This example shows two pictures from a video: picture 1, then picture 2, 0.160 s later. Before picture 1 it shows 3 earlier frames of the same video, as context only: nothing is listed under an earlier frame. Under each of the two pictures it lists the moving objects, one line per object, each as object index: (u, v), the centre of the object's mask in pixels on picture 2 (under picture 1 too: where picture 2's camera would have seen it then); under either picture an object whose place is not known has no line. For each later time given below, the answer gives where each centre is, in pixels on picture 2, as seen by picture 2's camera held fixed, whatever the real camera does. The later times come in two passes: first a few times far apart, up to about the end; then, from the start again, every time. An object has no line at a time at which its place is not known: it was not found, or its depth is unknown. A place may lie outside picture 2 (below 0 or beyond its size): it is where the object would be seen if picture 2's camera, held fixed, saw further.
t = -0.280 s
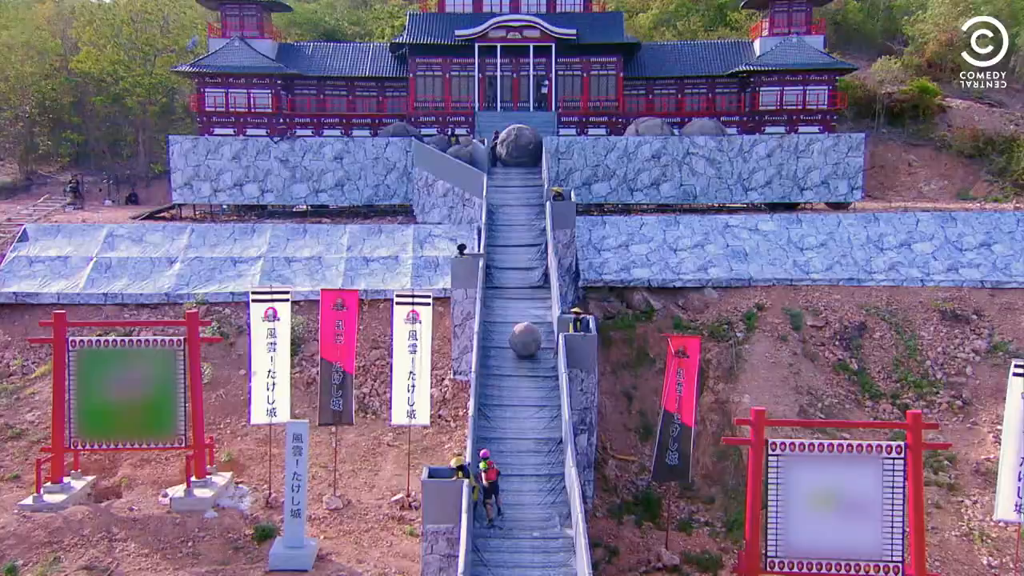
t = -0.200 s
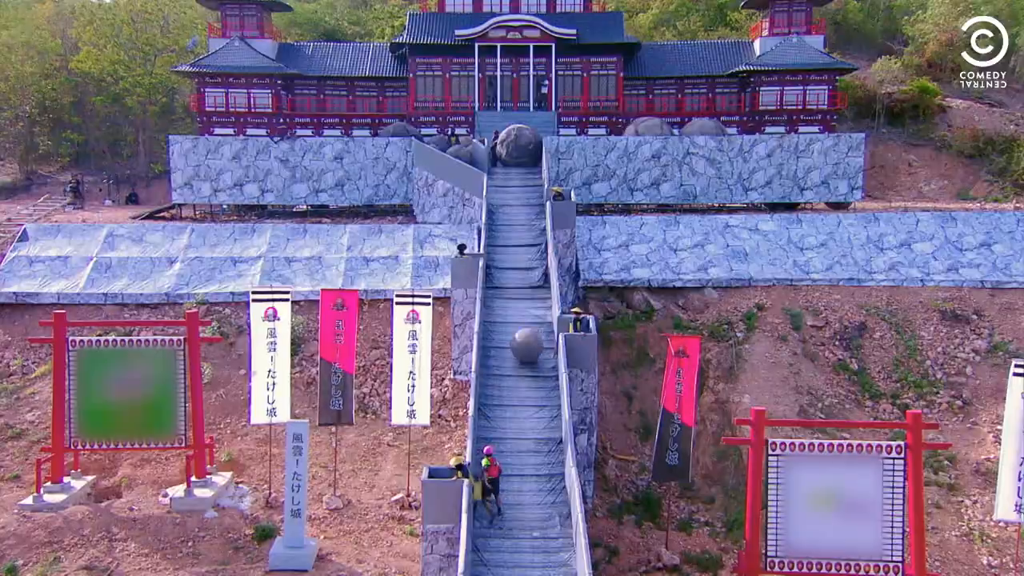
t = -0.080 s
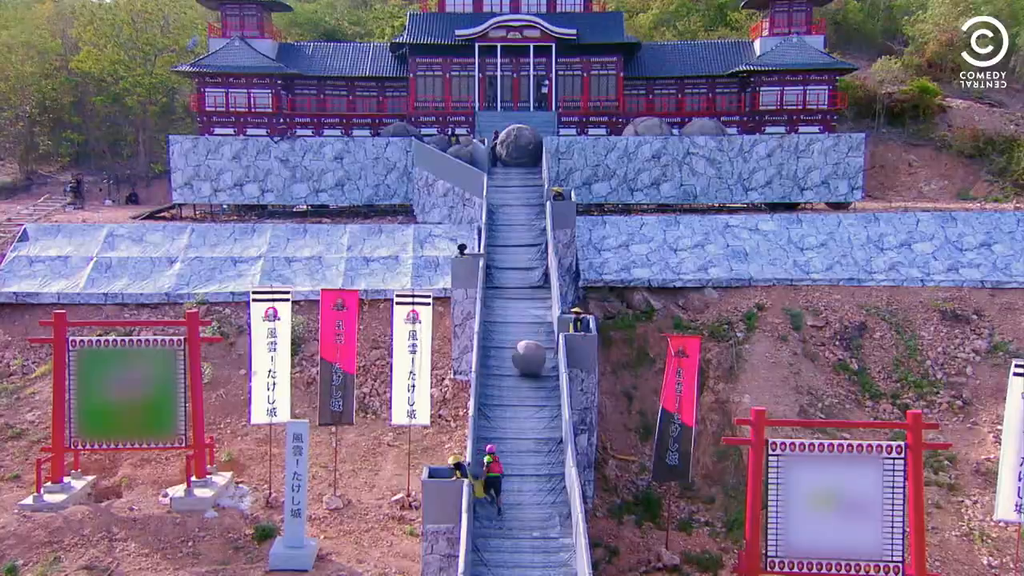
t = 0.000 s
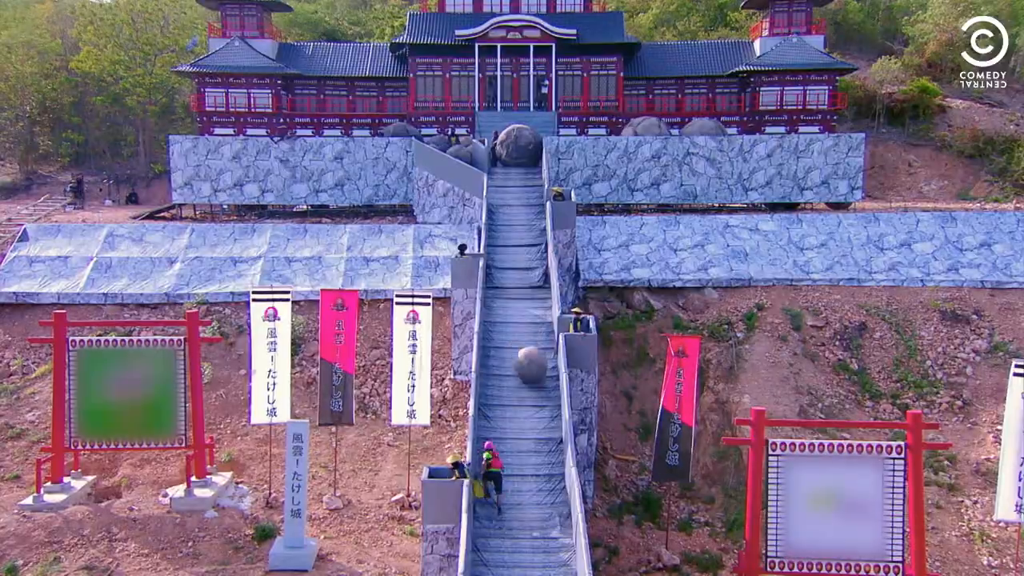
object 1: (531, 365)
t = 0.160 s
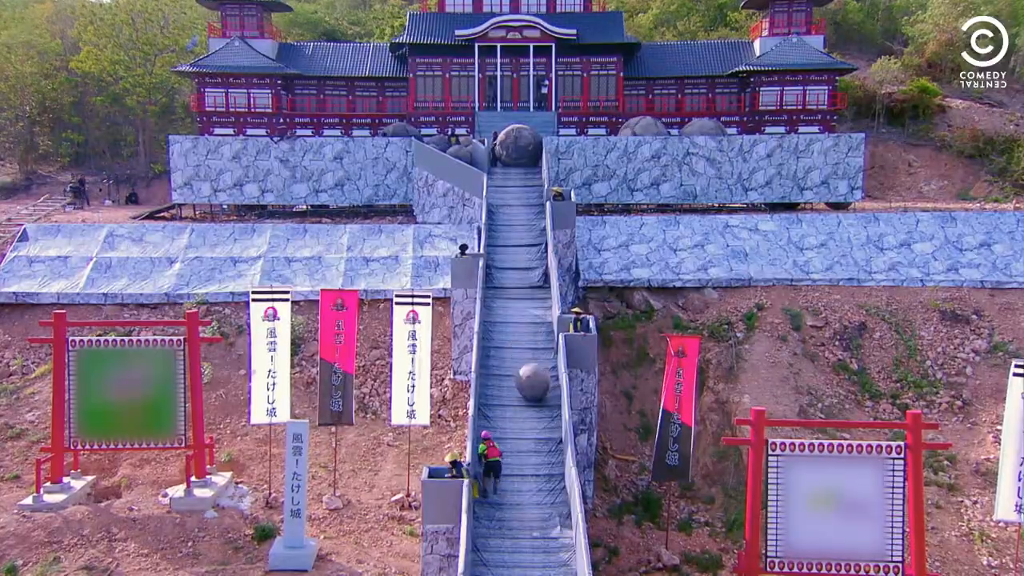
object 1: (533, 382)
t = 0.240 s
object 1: (534, 390)
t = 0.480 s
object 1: (538, 421)
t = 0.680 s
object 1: (540, 448)
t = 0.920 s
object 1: (543, 482)
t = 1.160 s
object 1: (542, 502)
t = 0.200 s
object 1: (534, 386)
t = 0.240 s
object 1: (534, 390)
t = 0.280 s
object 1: (535, 396)
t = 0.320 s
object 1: (536, 401)
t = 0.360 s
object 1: (536, 406)
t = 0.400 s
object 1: (537, 410)
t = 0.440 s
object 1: (537, 415)
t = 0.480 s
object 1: (538, 421)
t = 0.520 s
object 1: (539, 426)
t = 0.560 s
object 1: (539, 431)
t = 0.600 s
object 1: (540, 435)
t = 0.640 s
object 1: (539, 441)
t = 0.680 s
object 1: (540, 448)
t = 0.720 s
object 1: (541, 454)
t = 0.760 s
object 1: (541, 460)
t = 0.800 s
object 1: (542, 466)
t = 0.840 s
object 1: (543, 473)
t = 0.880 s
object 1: (543, 478)
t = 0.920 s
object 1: (543, 482)
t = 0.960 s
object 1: (543, 489)
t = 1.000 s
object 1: (543, 496)
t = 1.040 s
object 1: (543, 497)
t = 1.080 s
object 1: (543, 498)
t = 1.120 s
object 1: (542, 500)
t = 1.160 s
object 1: (542, 502)
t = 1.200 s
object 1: (541, 504)
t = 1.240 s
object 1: (540, 507)
